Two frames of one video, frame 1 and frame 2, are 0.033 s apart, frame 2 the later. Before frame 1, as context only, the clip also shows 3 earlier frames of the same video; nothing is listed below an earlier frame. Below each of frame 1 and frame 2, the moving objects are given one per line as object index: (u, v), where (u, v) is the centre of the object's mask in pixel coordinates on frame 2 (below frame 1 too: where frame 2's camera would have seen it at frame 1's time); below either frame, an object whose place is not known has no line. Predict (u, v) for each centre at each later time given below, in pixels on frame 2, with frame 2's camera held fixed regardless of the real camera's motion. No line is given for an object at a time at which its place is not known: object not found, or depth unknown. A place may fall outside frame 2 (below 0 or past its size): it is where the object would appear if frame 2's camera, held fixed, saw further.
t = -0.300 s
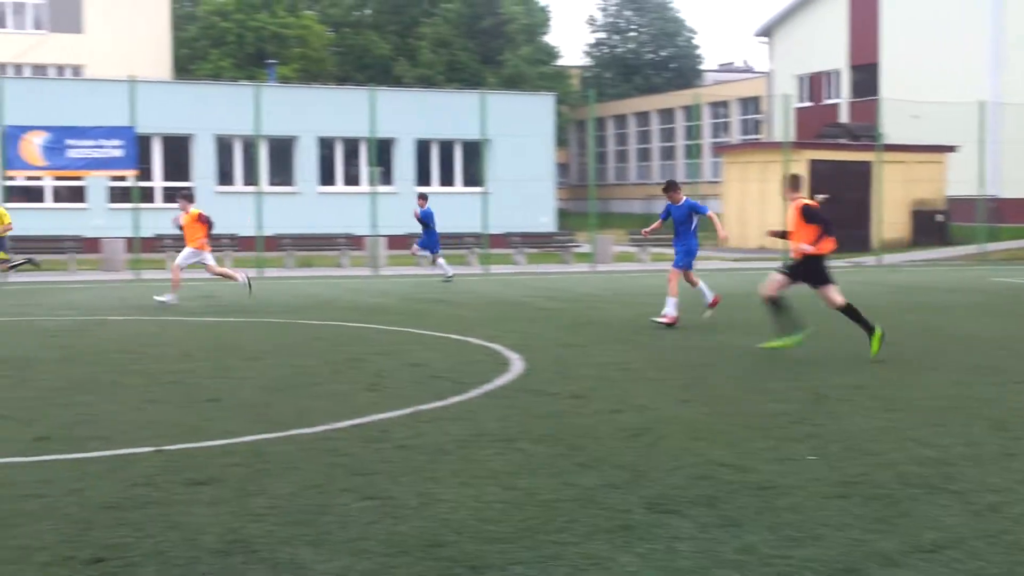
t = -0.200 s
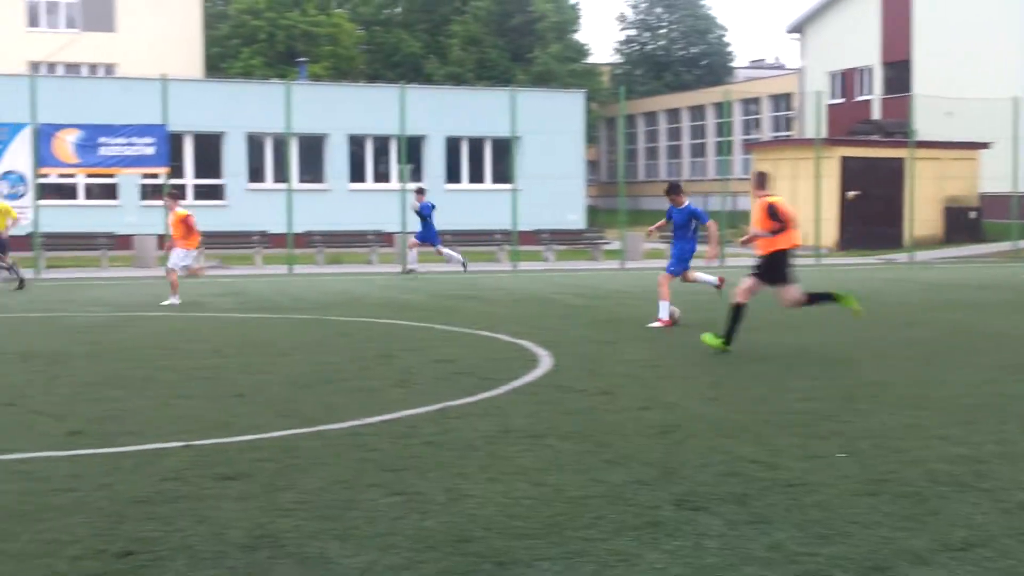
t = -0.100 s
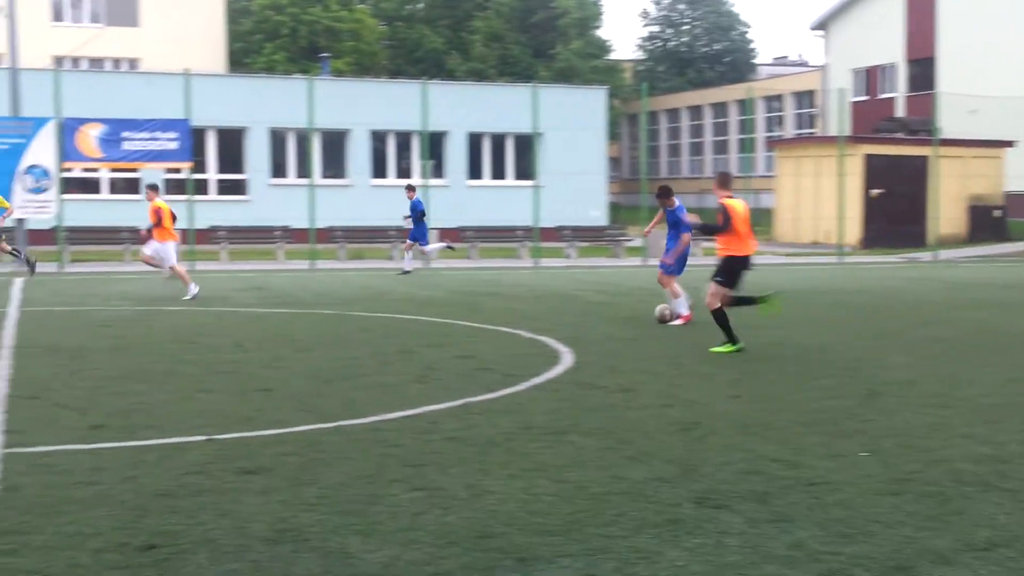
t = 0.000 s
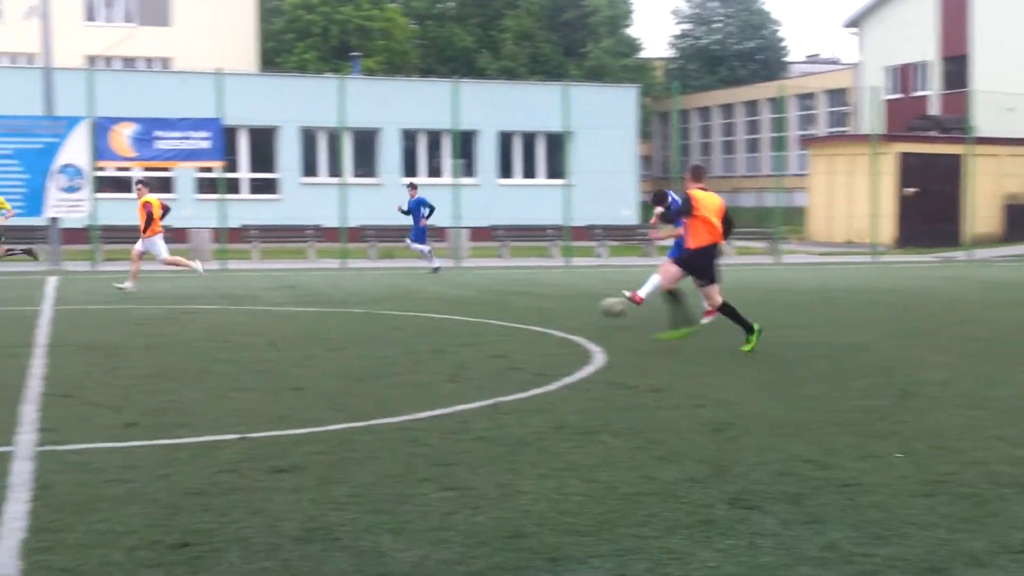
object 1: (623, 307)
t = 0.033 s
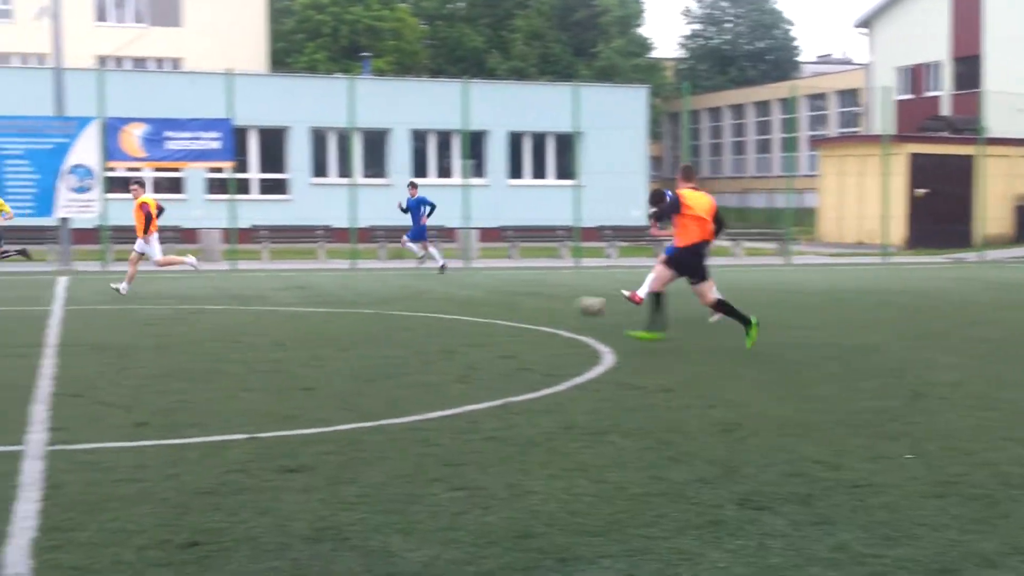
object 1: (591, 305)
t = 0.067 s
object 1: (558, 305)
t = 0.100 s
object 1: (525, 306)
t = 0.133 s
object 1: (490, 308)
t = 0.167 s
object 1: (454, 312)
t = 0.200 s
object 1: (420, 318)
